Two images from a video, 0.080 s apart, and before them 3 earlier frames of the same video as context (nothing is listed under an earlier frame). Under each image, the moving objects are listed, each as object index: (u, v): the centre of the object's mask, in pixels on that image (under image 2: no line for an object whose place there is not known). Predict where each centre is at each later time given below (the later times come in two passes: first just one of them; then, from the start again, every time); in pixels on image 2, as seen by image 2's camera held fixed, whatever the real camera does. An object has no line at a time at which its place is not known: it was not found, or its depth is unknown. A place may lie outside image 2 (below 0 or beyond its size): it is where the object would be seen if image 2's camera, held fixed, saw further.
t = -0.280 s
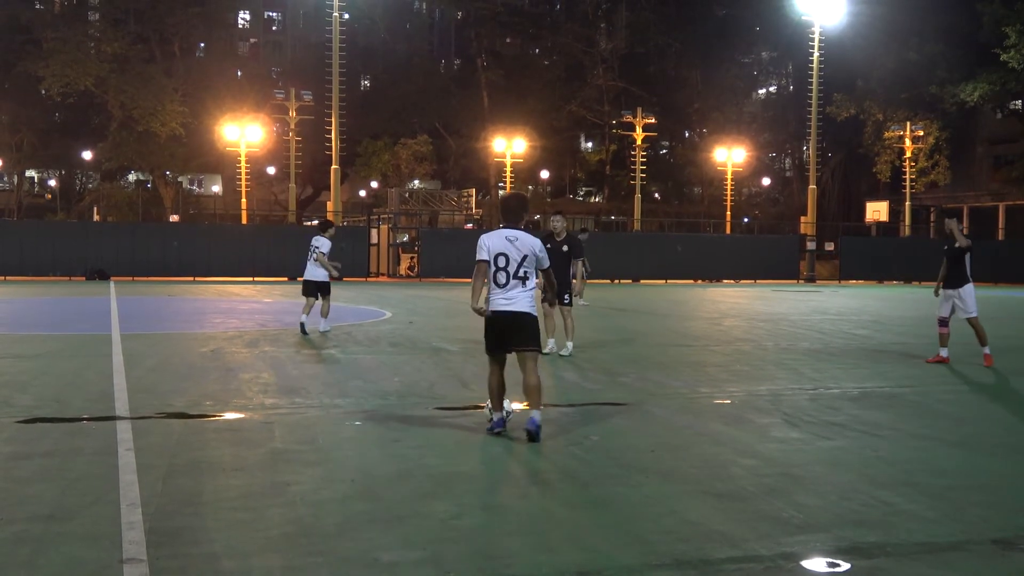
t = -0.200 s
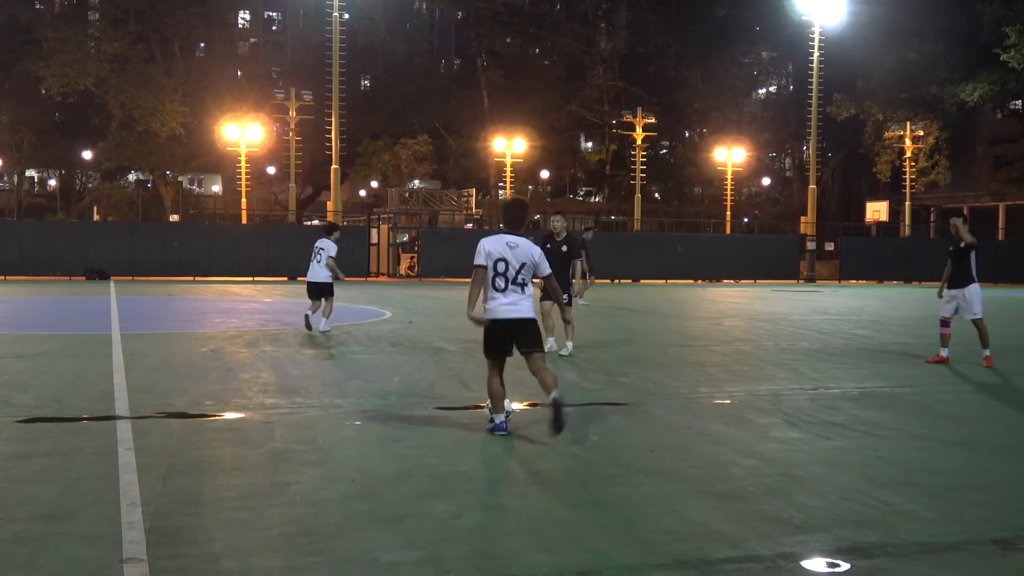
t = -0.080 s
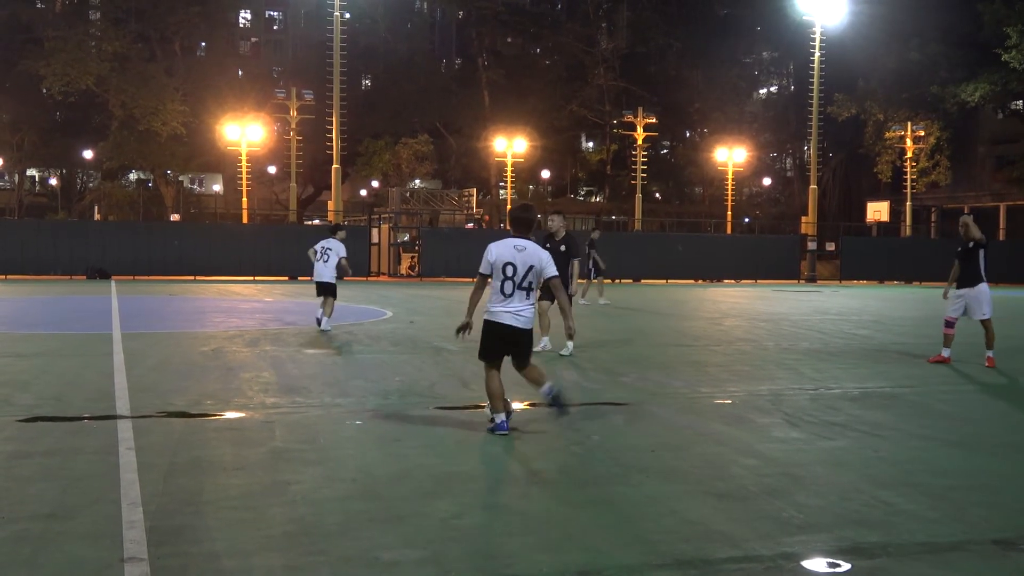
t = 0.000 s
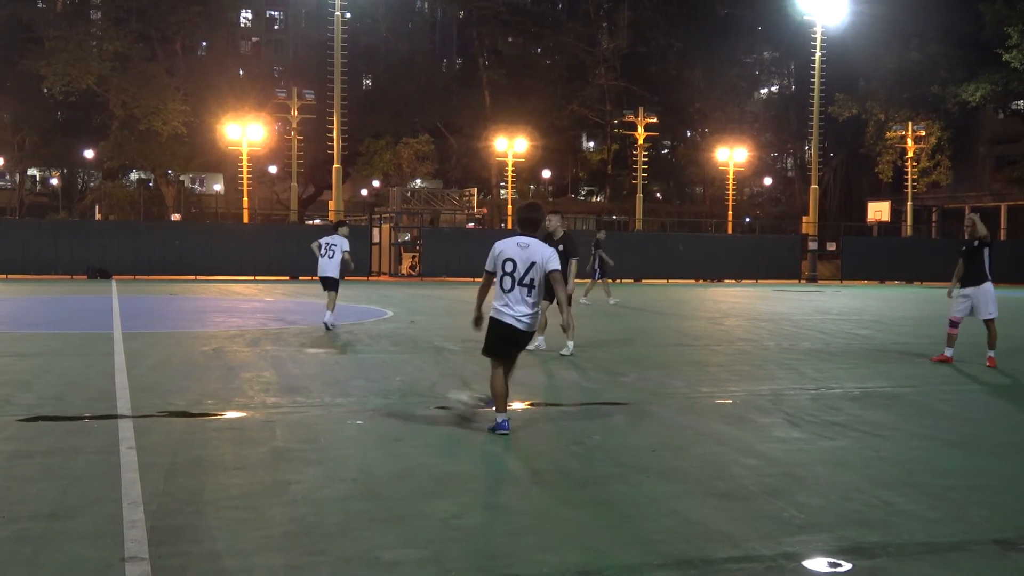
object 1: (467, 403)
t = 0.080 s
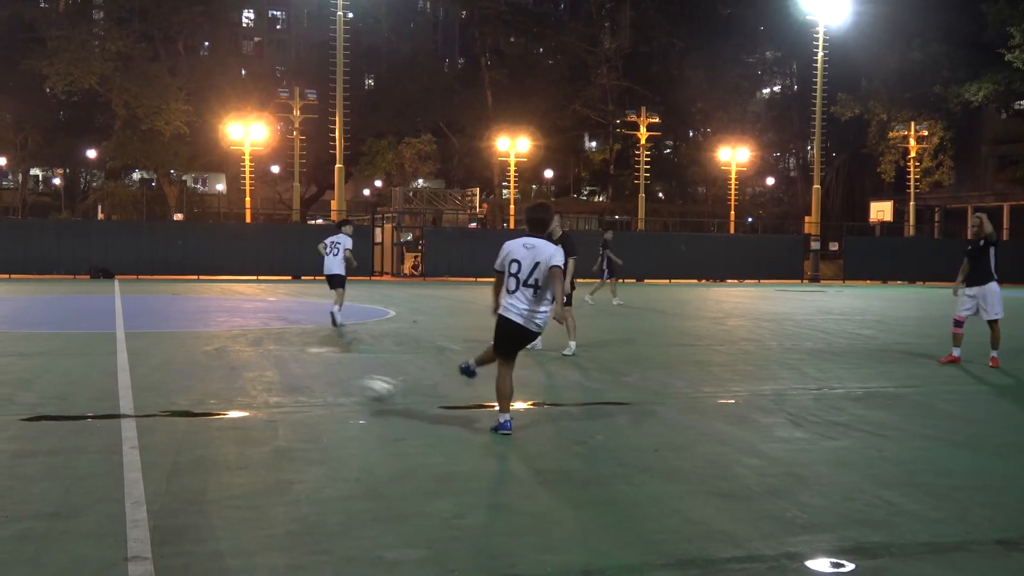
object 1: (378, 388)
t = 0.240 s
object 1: (244, 371)
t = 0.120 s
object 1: (341, 382)
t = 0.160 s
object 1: (305, 382)
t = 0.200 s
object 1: (273, 375)
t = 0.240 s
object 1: (244, 371)
